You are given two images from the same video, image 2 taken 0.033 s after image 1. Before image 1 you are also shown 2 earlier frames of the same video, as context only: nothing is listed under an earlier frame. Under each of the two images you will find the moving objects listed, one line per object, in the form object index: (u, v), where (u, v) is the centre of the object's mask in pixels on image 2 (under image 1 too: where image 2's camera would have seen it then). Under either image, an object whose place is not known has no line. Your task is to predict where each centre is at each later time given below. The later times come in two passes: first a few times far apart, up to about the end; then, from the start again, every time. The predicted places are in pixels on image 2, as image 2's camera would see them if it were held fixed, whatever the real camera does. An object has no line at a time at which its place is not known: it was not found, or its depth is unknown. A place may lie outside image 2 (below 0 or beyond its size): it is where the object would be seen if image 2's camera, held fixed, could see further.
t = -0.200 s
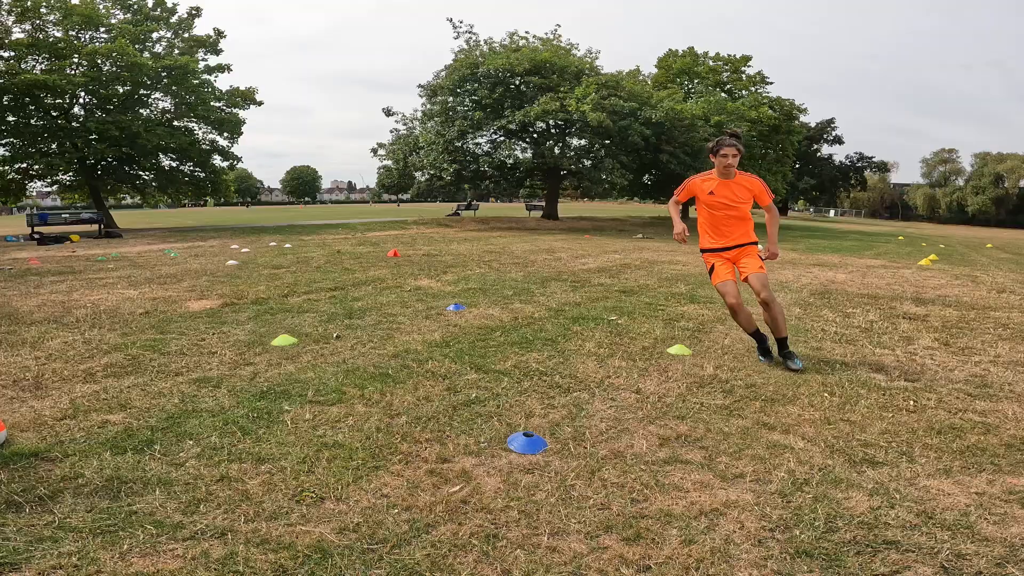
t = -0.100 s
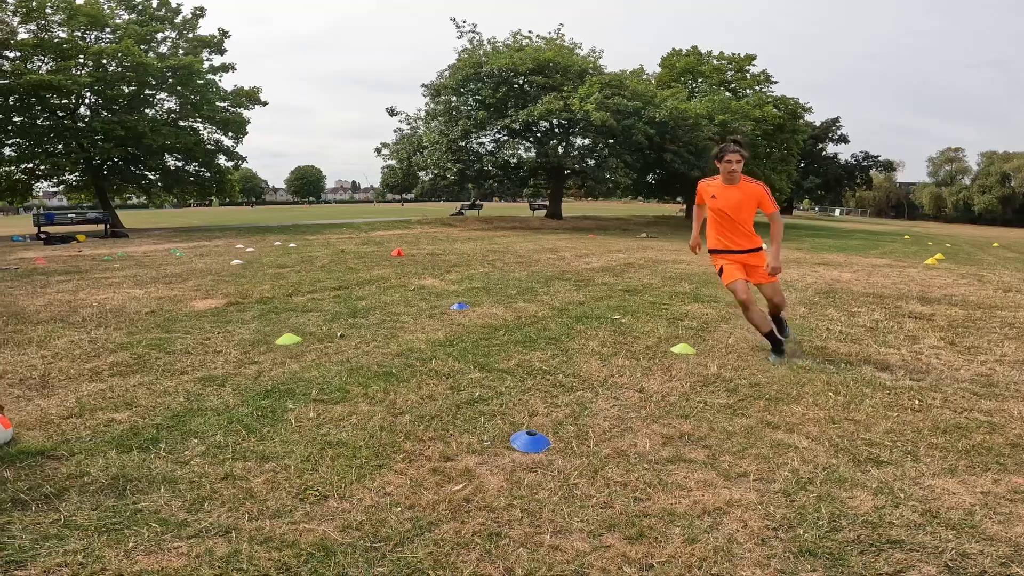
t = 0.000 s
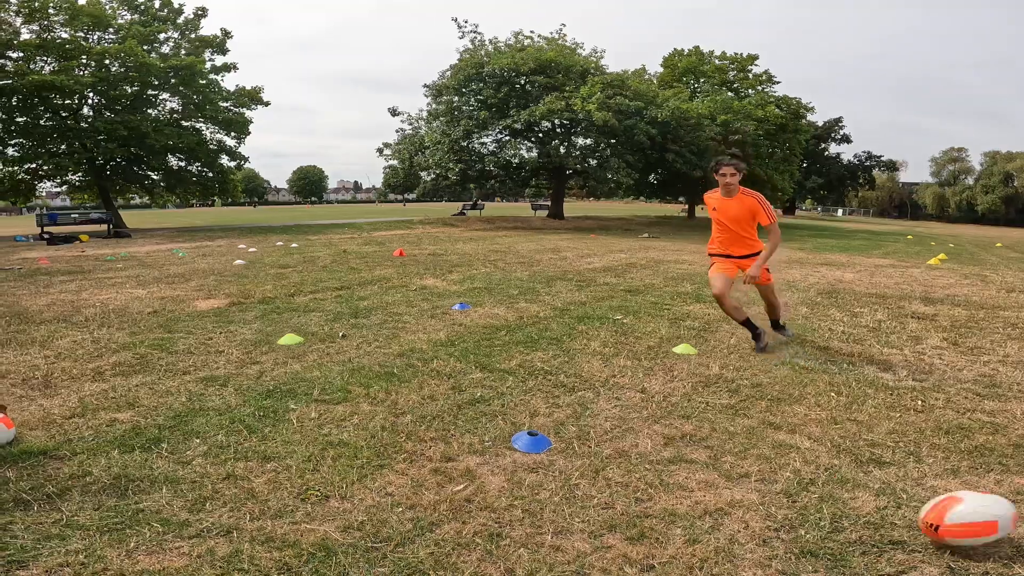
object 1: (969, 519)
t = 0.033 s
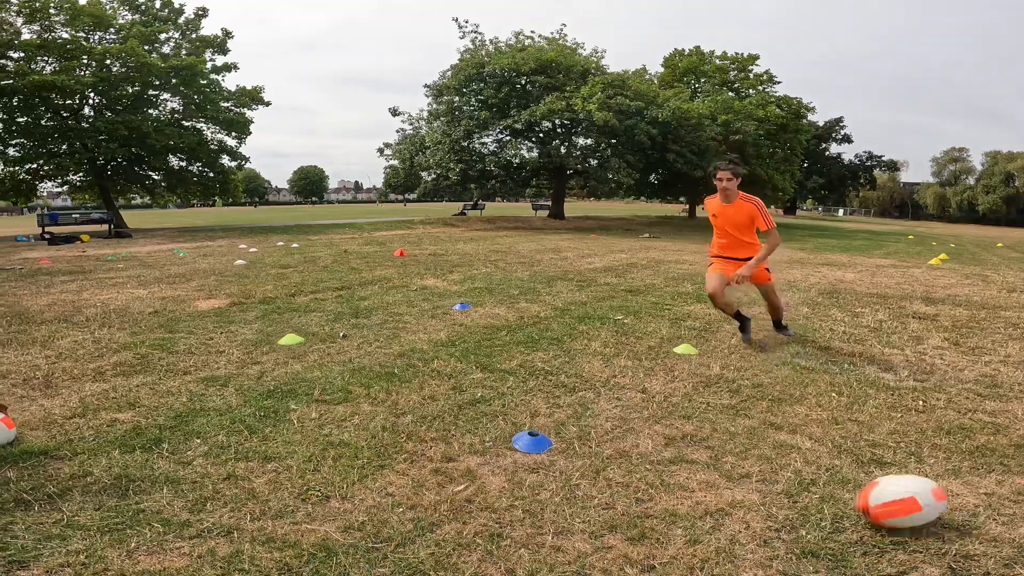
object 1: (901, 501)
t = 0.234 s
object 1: (697, 413)
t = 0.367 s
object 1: (624, 389)
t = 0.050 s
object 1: (871, 493)
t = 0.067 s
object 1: (843, 486)
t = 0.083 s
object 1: (816, 479)
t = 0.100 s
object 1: (796, 471)
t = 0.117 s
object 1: (782, 462)
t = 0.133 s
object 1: (768, 452)
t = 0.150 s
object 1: (755, 443)
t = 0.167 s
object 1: (742, 436)
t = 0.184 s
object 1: (730, 429)
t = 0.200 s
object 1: (718, 423)
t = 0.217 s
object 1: (707, 417)
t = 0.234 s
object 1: (697, 413)
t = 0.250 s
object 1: (685, 407)
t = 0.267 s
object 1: (675, 403)
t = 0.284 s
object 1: (666, 400)
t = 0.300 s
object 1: (656, 397)
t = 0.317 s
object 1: (647, 395)
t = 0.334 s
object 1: (638, 394)
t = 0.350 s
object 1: (630, 393)
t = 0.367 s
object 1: (624, 389)
